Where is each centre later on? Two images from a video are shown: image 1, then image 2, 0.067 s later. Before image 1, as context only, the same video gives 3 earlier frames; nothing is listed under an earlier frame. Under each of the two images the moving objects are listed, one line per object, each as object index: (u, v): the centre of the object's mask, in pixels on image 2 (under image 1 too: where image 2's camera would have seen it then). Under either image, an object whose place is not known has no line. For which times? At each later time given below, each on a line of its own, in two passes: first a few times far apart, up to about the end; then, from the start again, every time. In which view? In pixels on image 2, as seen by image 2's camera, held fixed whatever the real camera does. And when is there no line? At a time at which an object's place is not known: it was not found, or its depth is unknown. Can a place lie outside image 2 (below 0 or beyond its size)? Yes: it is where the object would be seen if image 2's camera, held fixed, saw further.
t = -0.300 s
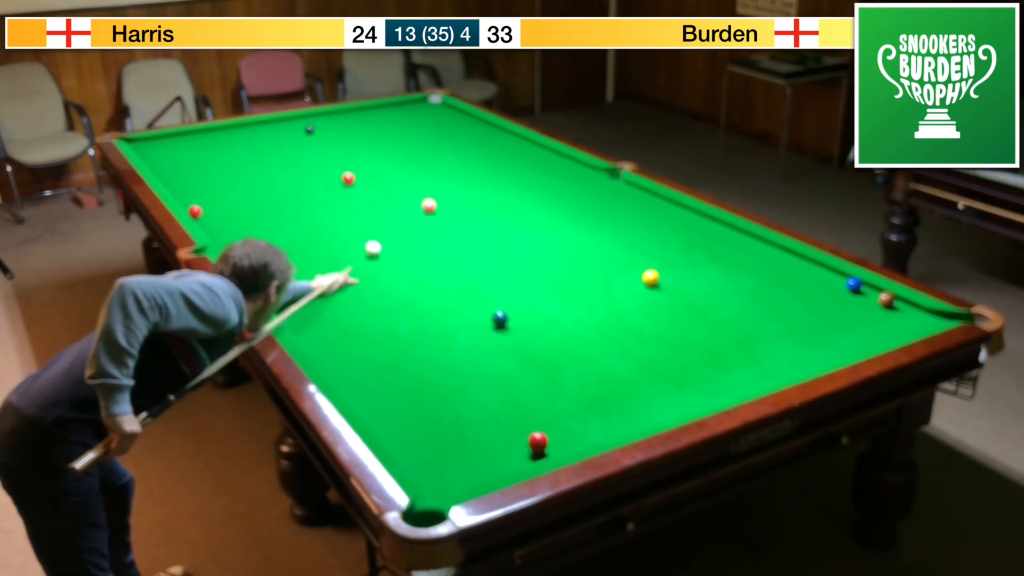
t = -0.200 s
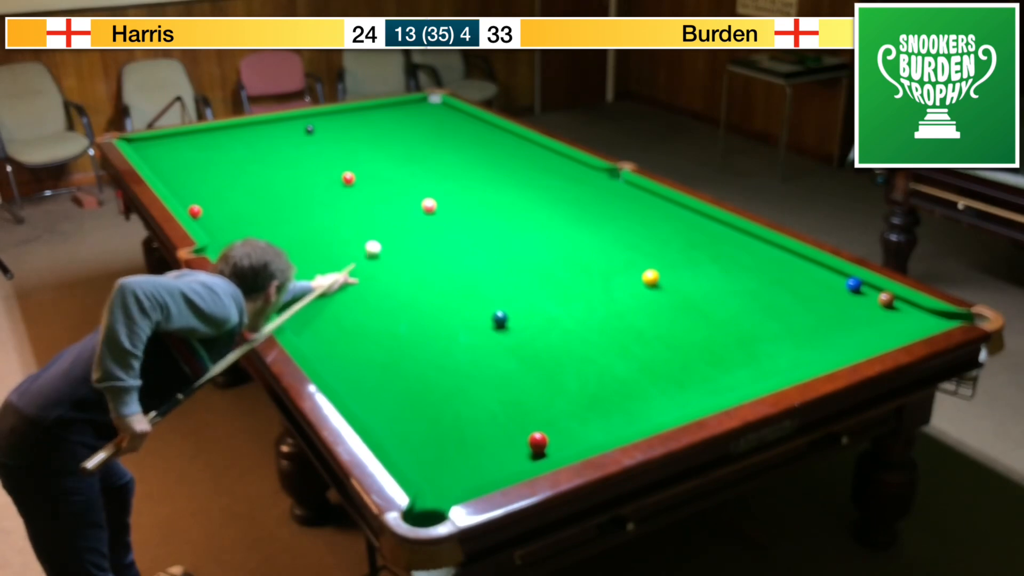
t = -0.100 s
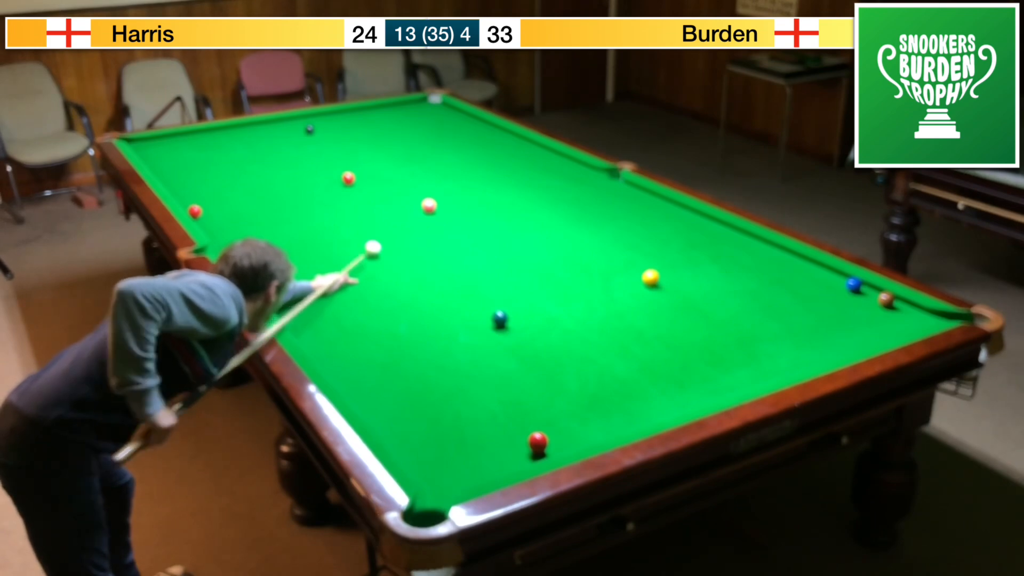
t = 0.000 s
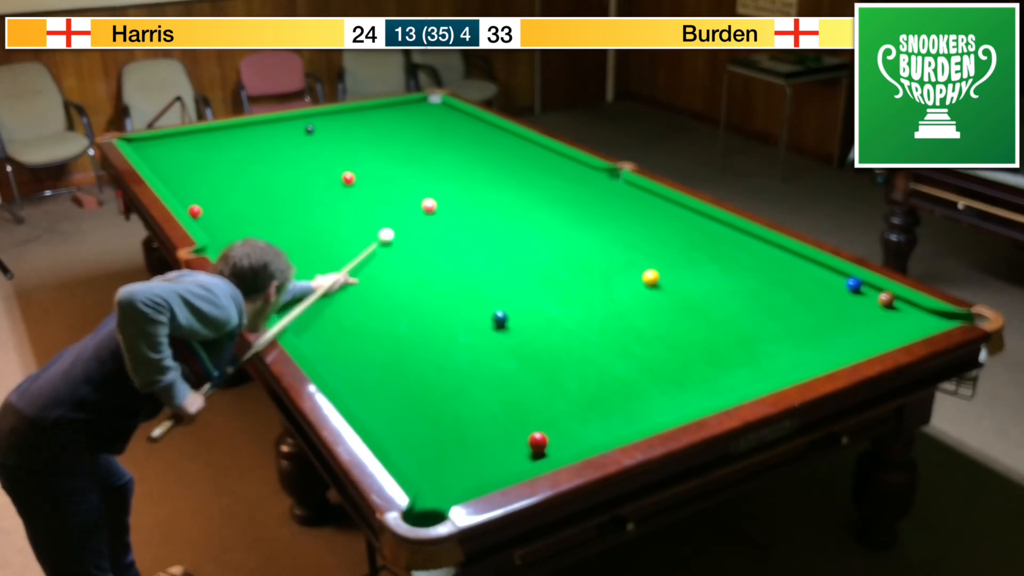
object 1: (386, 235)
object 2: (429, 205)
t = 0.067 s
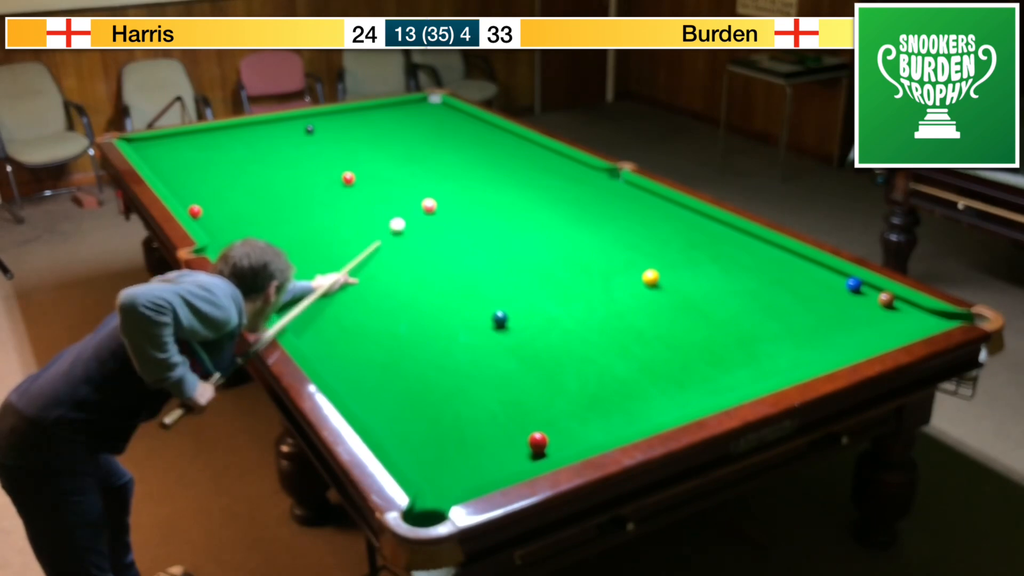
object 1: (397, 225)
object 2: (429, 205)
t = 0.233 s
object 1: (415, 204)
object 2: (434, 205)
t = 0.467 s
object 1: (408, 183)
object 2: (464, 200)
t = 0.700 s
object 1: (404, 165)
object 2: (491, 196)
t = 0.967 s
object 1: (399, 147)
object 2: (519, 192)
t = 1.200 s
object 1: (395, 133)
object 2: (542, 188)
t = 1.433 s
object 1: (391, 121)
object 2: (563, 185)
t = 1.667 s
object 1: (388, 110)
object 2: (581, 182)
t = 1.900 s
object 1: (392, 104)
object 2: (598, 179)
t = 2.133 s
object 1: (410, 108)
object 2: (614, 176)
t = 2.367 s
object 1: (428, 112)
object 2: (608, 176)
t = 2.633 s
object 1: (447, 116)
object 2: (599, 176)
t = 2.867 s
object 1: (464, 120)
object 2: (592, 175)
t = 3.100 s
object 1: (480, 123)
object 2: (587, 175)
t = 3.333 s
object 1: (496, 127)
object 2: (584, 175)
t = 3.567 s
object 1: (505, 131)
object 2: (582, 175)
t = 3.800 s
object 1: (510, 134)
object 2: (582, 175)
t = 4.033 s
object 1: (515, 138)
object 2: (582, 175)
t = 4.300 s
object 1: (520, 142)
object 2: (582, 175)
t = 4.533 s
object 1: (525, 145)
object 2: (582, 176)
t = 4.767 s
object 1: (529, 148)
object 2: (582, 176)
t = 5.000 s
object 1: (532, 150)
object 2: (582, 175)
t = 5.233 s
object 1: (535, 152)
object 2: (582, 175)
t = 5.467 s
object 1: (537, 154)
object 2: (582, 176)
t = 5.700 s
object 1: (539, 155)
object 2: (582, 175)
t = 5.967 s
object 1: (539, 156)
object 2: (582, 175)
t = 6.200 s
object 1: (540, 157)
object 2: (582, 175)
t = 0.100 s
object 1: (402, 220)
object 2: (429, 205)
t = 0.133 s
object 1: (407, 215)
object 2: (429, 205)
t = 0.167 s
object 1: (411, 211)
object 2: (429, 205)
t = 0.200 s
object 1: (415, 207)
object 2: (430, 205)
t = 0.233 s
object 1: (415, 204)
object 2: (434, 205)
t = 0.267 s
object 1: (413, 201)
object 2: (439, 204)
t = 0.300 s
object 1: (412, 198)
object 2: (444, 203)
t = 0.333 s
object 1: (411, 195)
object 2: (448, 202)
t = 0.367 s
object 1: (410, 192)
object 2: (452, 202)
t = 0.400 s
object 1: (410, 189)
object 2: (456, 201)
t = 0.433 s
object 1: (409, 186)
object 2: (460, 201)
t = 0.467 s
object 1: (408, 183)
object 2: (464, 200)
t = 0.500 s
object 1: (408, 180)
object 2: (468, 200)
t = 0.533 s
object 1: (407, 178)
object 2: (472, 199)
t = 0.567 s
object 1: (406, 175)
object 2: (476, 198)
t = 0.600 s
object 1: (406, 172)
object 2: (480, 198)
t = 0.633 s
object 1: (405, 170)
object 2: (484, 197)
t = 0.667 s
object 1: (404, 167)
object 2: (487, 197)
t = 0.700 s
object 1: (404, 165)
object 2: (491, 196)
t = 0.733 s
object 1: (403, 163)
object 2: (495, 195)
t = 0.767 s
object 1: (402, 160)
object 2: (498, 195)
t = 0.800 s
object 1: (402, 158)
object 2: (502, 194)
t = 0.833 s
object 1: (401, 156)
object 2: (506, 194)
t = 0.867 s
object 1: (401, 153)
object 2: (509, 193)
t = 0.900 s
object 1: (400, 151)
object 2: (512, 193)
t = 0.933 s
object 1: (399, 149)
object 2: (516, 192)
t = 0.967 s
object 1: (399, 147)
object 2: (519, 192)
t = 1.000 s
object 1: (398, 145)
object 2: (522, 191)
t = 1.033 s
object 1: (398, 143)
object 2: (526, 191)
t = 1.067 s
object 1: (397, 141)
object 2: (529, 190)
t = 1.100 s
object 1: (396, 139)
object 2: (532, 190)
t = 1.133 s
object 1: (396, 137)
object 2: (535, 189)
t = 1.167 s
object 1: (395, 135)
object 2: (539, 189)
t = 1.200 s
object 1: (395, 133)
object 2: (542, 188)
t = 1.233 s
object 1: (394, 131)
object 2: (545, 188)
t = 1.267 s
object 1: (394, 129)
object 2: (548, 187)
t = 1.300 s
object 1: (393, 127)
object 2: (551, 187)
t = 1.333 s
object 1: (393, 126)
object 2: (554, 186)
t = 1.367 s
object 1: (392, 124)
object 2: (557, 186)
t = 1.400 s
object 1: (392, 122)
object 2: (560, 186)
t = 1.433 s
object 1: (391, 121)
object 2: (563, 185)
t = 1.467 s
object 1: (391, 119)
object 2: (565, 184)
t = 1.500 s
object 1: (390, 117)
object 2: (568, 184)
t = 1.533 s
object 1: (390, 116)
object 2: (571, 184)
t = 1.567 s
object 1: (389, 114)
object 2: (573, 183)
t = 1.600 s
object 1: (389, 113)
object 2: (576, 183)
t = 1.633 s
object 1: (388, 111)
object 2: (579, 182)
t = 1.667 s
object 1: (388, 110)
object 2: (581, 182)
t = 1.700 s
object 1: (387, 108)
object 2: (584, 181)
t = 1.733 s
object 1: (387, 107)
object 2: (586, 181)
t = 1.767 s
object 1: (387, 105)
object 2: (589, 181)
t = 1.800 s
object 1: (386, 104)
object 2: (591, 180)
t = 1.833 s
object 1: (386, 103)
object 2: (594, 180)
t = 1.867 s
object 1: (389, 104)
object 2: (596, 179)
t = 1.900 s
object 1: (392, 104)
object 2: (598, 179)
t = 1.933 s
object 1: (395, 105)
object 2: (601, 179)
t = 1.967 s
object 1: (397, 106)
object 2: (604, 178)
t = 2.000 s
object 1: (400, 106)
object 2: (606, 178)
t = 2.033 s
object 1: (403, 107)
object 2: (608, 178)
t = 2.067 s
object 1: (405, 107)
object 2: (610, 177)
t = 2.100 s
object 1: (408, 108)
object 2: (612, 177)
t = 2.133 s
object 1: (410, 108)
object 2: (614, 176)
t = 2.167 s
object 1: (413, 109)
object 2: (615, 176)
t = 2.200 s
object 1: (415, 109)
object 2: (614, 176)
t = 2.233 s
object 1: (418, 110)
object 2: (613, 176)
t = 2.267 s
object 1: (420, 110)
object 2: (612, 176)
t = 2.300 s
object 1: (423, 111)
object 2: (610, 176)
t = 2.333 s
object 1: (425, 112)
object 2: (609, 176)
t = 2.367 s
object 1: (428, 112)
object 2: (608, 176)
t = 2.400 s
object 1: (430, 113)
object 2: (606, 176)
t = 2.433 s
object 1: (433, 113)
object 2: (605, 176)
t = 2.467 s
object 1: (435, 114)
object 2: (604, 176)
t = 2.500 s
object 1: (438, 114)
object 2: (603, 176)
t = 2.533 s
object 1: (440, 115)
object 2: (602, 176)
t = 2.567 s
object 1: (442, 116)
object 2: (601, 176)
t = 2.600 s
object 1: (445, 116)
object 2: (600, 176)
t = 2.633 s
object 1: (447, 116)
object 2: (599, 176)
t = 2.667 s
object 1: (450, 117)
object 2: (598, 175)
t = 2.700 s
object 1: (452, 117)
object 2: (597, 175)
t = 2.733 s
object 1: (454, 118)
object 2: (596, 175)
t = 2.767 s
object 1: (457, 119)
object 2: (595, 175)
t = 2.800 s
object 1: (459, 119)
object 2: (594, 175)
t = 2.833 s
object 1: (461, 120)
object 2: (593, 175)
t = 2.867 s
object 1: (464, 120)
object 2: (592, 175)
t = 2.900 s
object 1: (466, 121)
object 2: (591, 175)
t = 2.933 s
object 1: (469, 121)
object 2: (591, 175)
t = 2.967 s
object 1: (471, 122)
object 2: (590, 175)
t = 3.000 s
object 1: (473, 122)
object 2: (589, 175)
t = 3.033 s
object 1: (475, 122)
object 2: (588, 175)
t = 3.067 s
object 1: (478, 123)
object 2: (588, 175)
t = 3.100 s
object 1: (480, 123)
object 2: (587, 175)
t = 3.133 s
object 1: (482, 124)
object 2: (586, 176)
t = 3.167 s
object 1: (484, 125)
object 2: (586, 175)
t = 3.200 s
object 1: (487, 125)
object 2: (586, 175)
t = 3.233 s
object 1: (489, 126)
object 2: (585, 175)
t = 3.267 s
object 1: (491, 126)
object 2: (585, 175)
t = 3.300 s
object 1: (493, 126)
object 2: (584, 176)
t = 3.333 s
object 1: (496, 127)
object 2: (584, 175)
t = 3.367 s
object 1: (498, 127)
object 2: (583, 175)
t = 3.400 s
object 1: (500, 128)
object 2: (583, 176)
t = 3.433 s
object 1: (502, 128)
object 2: (583, 176)
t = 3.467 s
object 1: (503, 129)
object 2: (583, 175)
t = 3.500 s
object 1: (504, 129)
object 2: (582, 175)
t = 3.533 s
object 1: (504, 130)
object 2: (582, 175)
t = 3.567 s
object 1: (505, 131)
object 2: (582, 175)
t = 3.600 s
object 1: (506, 131)
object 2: (582, 175)
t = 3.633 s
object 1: (507, 131)
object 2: (582, 175)
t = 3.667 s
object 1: (507, 132)
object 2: (582, 175)
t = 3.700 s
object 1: (508, 133)
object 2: (582, 175)
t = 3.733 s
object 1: (509, 133)
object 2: (582, 175)
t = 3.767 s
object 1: (510, 134)
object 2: (582, 175)
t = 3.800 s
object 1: (510, 134)
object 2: (582, 175)
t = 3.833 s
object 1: (511, 135)
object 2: (582, 175)
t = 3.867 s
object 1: (512, 135)
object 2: (582, 175)
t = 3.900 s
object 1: (512, 136)
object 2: (582, 176)
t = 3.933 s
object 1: (513, 136)
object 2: (582, 175)
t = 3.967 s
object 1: (514, 137)
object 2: (582, 175)
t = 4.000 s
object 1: (514, 137)
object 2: (582, 176)
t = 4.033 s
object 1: (515, 138)
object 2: (582, 175)
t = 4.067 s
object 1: (516, 138)
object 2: (582, 176)
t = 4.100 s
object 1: (517, 139)
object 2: (582, 176)
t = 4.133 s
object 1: (517, 139)
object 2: (582, 175)
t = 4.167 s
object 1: (518, 140)
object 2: (582, 176)
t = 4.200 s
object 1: (519, 140)
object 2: (582, 176)
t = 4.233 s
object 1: (519, 141)
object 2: (582, 176)
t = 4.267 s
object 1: (520, 141)
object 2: (582, 176)
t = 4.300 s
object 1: (520, 142)
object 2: (582, 175)
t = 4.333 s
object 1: (521, 142)
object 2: (582, 176)
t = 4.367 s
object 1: (522, 142)
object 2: (582, 176)
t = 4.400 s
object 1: (522, 143)
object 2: (582, 176)
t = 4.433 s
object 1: (523, 143)
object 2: (582, 176)
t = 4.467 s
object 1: (524, 144)
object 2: (582, 176)
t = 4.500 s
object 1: (524, 144)
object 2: (582, 176)
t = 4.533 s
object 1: (525, 145)
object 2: (582, 176)
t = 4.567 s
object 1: (525, 145)
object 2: (582, 176)
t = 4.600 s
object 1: (526, 146)
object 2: (582, 176)
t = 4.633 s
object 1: (526, 146)
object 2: (582, 176)
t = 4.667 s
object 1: (527, 146)
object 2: (582, 176)
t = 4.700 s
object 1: (528, 147)
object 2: (582, 176)
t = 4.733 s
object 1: (528, 147)
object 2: (582, 176)
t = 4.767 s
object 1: (529, 148)
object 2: (582, 176)
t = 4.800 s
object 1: (529, 148)
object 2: (582, 176)
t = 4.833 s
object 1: (530, 148)
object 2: (582, 176)
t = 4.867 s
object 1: (530, 149)
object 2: (582, 176)
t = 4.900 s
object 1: (531, 149)
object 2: (582, 175)
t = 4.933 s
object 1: (531, 149)
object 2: (582, 176)
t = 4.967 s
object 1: (532, 150)
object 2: (582, 176)
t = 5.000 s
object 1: (532, 150)
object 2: (582, 175)
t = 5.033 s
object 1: (533, 150)
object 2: (582, 175)
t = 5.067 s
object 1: (533, 151)
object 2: (582, 175)
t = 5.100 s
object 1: (533, 151)
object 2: (582, 175)
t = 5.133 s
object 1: (534, 151)
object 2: (582, 176)
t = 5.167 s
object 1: (534, 152)
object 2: (582, 176)
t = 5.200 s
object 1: (535, 152)
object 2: (582, 175)
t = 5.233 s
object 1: (535, 152)
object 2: (582, 175)
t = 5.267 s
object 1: (535, 152)
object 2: (582, 176)
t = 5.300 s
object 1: (536, 153)
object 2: (582, 175)
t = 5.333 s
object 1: (536, 153)
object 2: (582, 176)
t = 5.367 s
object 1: (536, 153)
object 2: (582, 175)
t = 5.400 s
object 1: (537, 154)
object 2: (582, 175)
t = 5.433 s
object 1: (537, 154)
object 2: (582, 175)
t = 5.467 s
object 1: (537, 154)
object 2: (582, 176)
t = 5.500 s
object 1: (538, 154)
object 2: (582, 176)
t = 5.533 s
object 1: (538, 154)
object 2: (582, 176)
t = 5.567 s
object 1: (538, 155)
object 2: (582, 175)
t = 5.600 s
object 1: (538, 155)
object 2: (582, 176)
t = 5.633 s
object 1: (538, 155)
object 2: (582, 176)
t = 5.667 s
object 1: (538, 155)
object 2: (582, 176)
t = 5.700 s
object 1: (539, 155)
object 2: (582, 175)
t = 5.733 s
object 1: (539, 156)
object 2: (582, 175)
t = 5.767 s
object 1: (539, 156)
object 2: (582, 175)
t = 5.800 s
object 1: (539, 156)
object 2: (582, 175)
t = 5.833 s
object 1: (539, 156)
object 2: (582, 175)
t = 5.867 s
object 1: (539, 156)
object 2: (582, 175)
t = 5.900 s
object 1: (539, 156)
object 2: (582, 175)
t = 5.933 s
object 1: (539, 156)
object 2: (582, 175)
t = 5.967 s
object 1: (539, 156)
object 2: (582, 175)
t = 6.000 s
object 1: (539, 157)
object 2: (582, 175)
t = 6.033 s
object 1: (539, 157)
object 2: (582, 175)
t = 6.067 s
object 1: (539, 157)
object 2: (582, 175)
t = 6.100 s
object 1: (539, 157)
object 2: (582, 175)
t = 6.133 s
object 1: (540, 157)
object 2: (582, 175)
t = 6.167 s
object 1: (540, 157)
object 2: (582, 175)
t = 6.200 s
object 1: (540, 157)
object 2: (582, 175)
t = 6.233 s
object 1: (540, 157)
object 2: (582, 175)
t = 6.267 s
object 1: (540, 157)
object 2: (582, 175)
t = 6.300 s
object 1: (540, 157)
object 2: (582, 175)
